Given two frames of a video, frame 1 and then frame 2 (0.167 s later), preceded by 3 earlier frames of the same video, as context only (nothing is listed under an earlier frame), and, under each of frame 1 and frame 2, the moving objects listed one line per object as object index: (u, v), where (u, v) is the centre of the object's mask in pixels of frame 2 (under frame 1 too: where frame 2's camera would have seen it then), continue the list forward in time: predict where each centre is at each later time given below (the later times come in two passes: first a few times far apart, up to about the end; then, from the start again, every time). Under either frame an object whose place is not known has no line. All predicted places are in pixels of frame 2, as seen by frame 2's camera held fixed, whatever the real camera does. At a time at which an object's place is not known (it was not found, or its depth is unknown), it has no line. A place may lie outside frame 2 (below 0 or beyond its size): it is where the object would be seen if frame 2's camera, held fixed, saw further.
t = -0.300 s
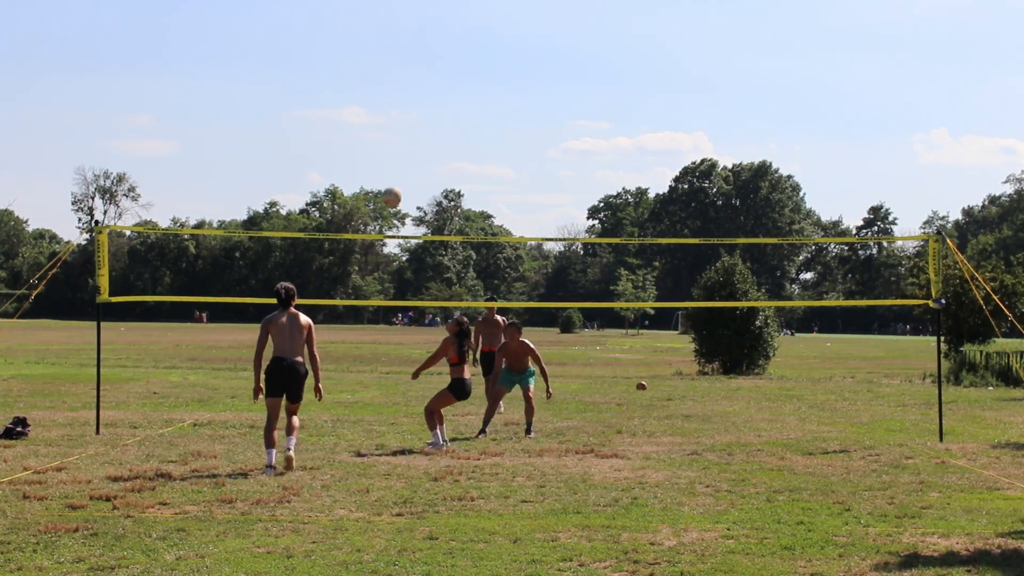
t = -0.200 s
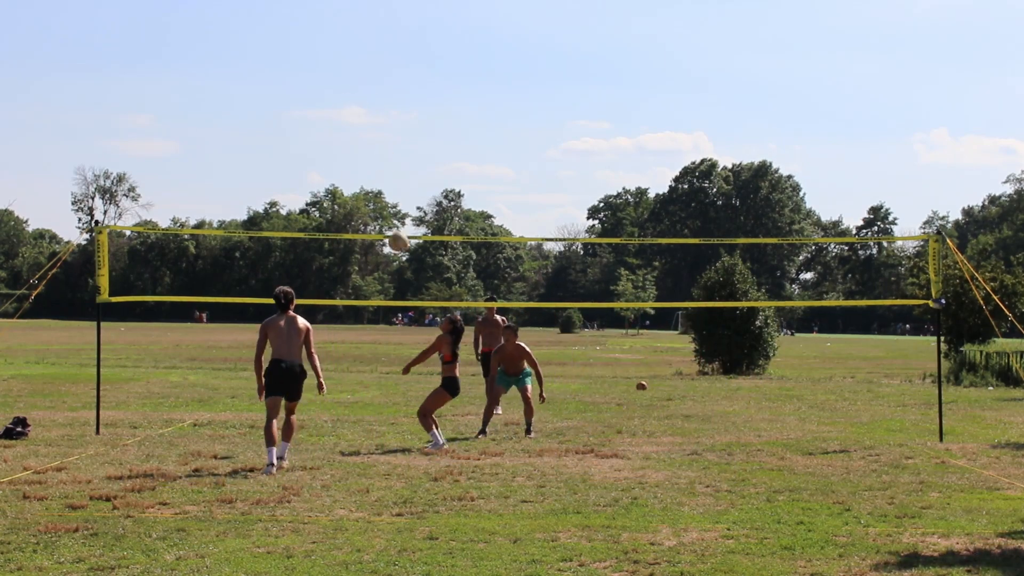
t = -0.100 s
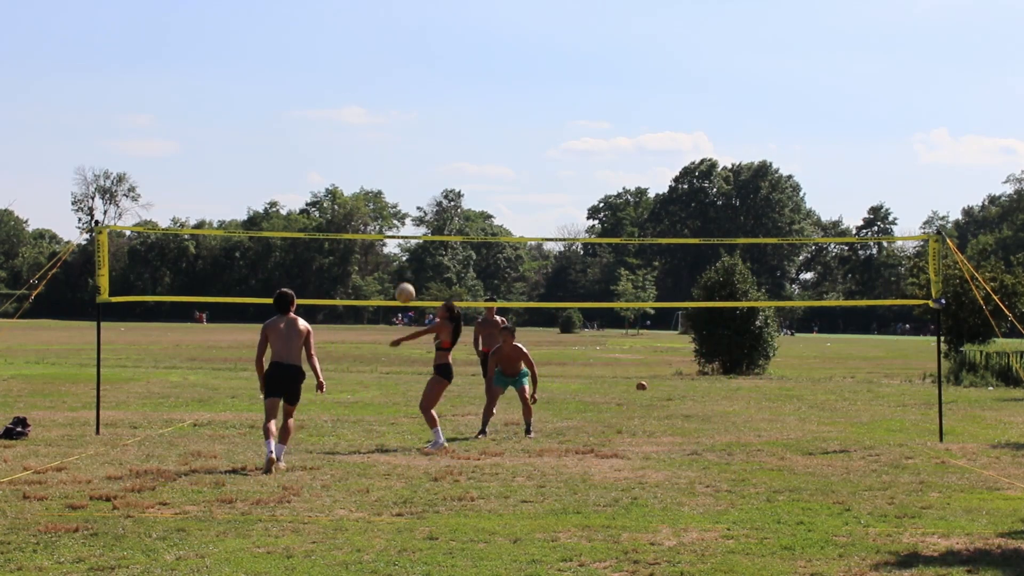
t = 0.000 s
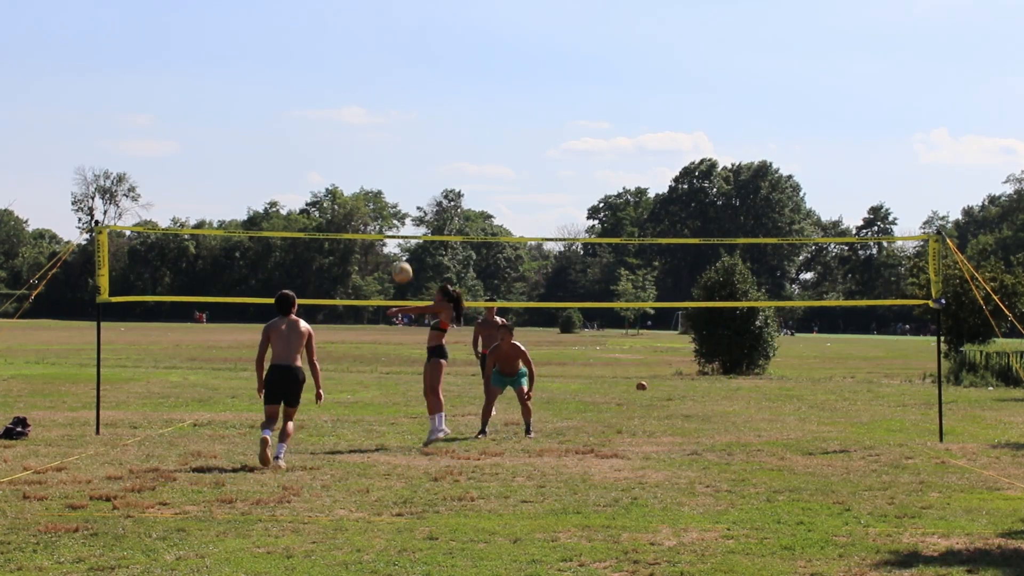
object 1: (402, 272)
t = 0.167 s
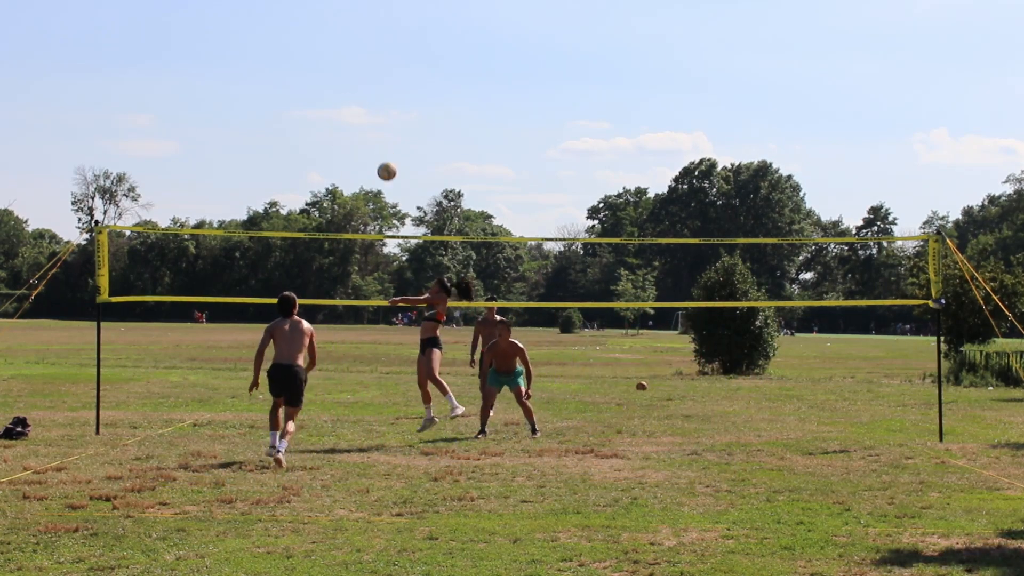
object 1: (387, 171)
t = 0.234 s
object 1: (381, 139)
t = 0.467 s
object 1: (362, 57)
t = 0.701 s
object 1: (347, 25)
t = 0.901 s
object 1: (335, 37)
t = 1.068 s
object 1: (326, 75)
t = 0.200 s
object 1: (384, 154)
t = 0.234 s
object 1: (381, 139)
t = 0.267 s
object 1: (378, 124)
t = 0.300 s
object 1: (375, 110)
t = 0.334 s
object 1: (373, 97)
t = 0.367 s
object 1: (370, 85)
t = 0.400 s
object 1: (367, 75)
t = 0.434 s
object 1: (365, 65)
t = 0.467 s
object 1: (362, 57)
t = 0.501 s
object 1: (360, 49)
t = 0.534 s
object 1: (358, 43)
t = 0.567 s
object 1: (355, 37)
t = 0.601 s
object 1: (353, 33)
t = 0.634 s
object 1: (351, 29)
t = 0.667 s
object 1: (349, 27)
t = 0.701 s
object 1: (347, 25)
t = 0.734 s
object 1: (345, 25)
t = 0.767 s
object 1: (343, 25)
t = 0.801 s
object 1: (341, 26)
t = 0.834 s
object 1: (338, 29)
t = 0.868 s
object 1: (337, 32)
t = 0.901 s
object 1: (335, 37)
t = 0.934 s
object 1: (333, 43)
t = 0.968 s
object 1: (331, 49)
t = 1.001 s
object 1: (330, 57)
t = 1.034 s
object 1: (328, 65)
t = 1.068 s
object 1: (326, 75)
